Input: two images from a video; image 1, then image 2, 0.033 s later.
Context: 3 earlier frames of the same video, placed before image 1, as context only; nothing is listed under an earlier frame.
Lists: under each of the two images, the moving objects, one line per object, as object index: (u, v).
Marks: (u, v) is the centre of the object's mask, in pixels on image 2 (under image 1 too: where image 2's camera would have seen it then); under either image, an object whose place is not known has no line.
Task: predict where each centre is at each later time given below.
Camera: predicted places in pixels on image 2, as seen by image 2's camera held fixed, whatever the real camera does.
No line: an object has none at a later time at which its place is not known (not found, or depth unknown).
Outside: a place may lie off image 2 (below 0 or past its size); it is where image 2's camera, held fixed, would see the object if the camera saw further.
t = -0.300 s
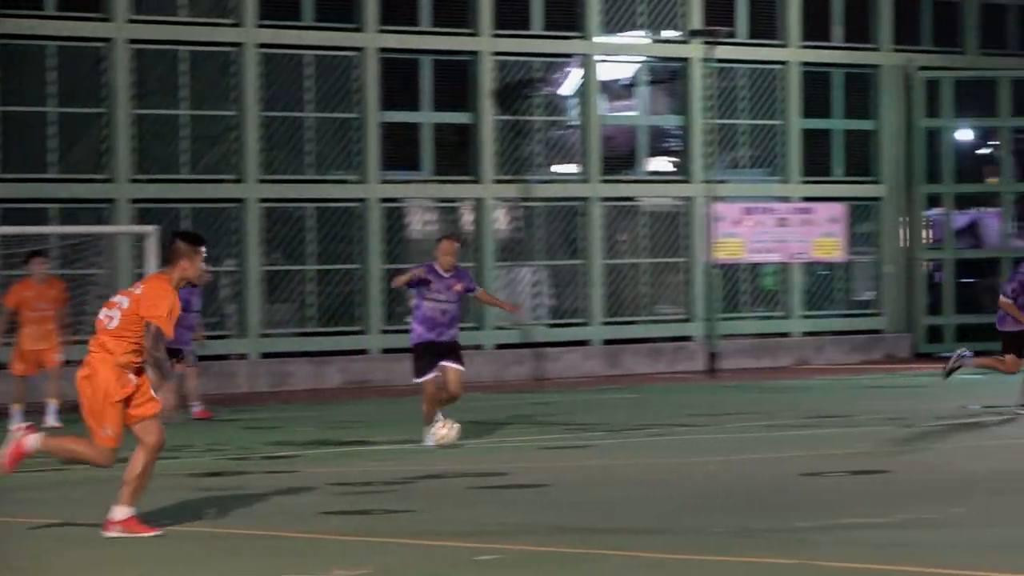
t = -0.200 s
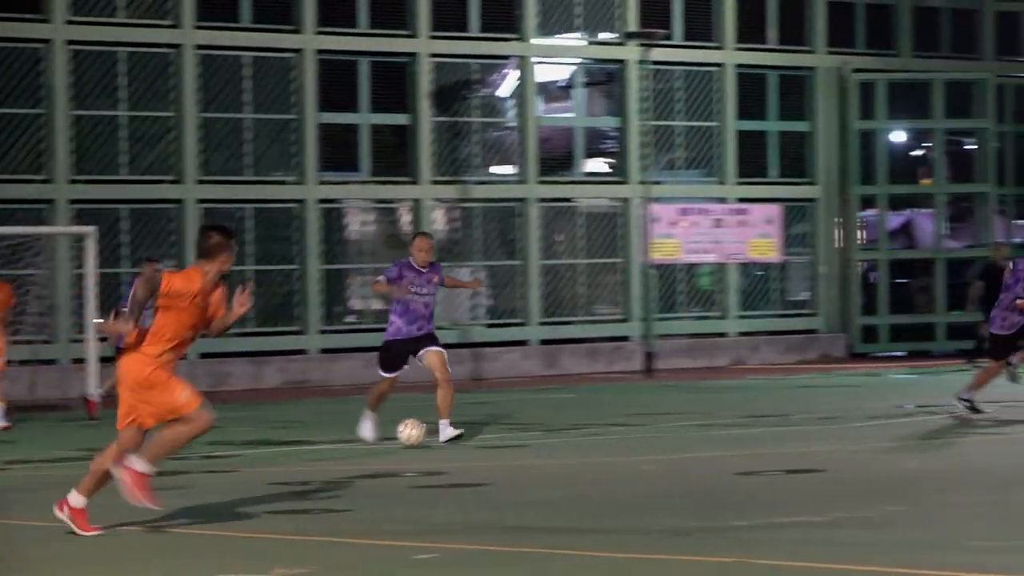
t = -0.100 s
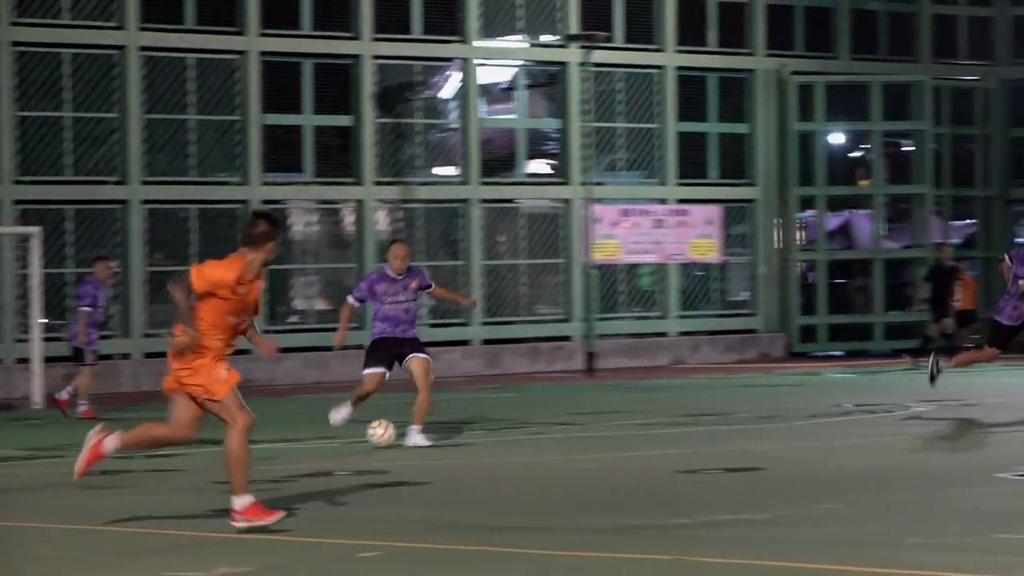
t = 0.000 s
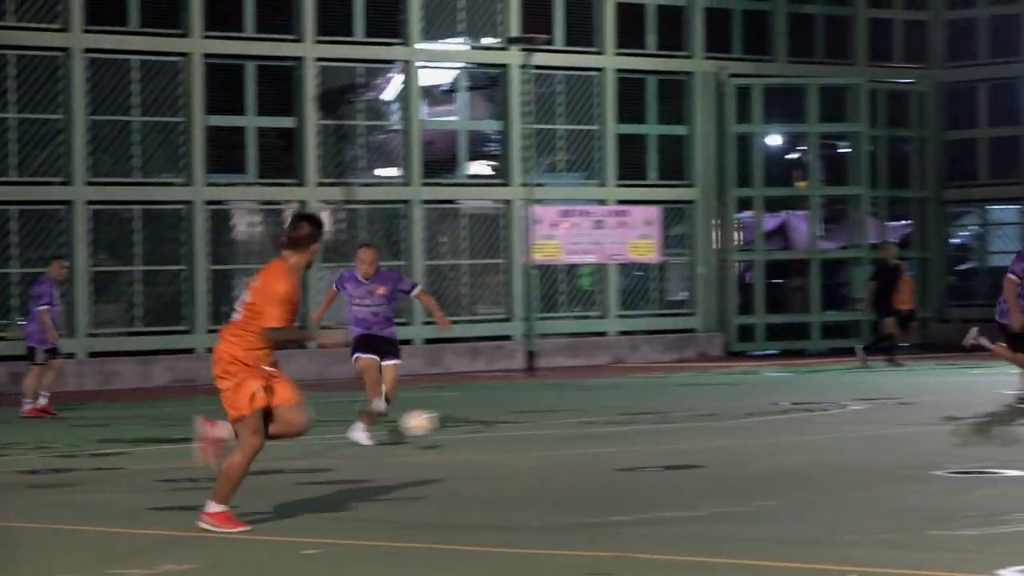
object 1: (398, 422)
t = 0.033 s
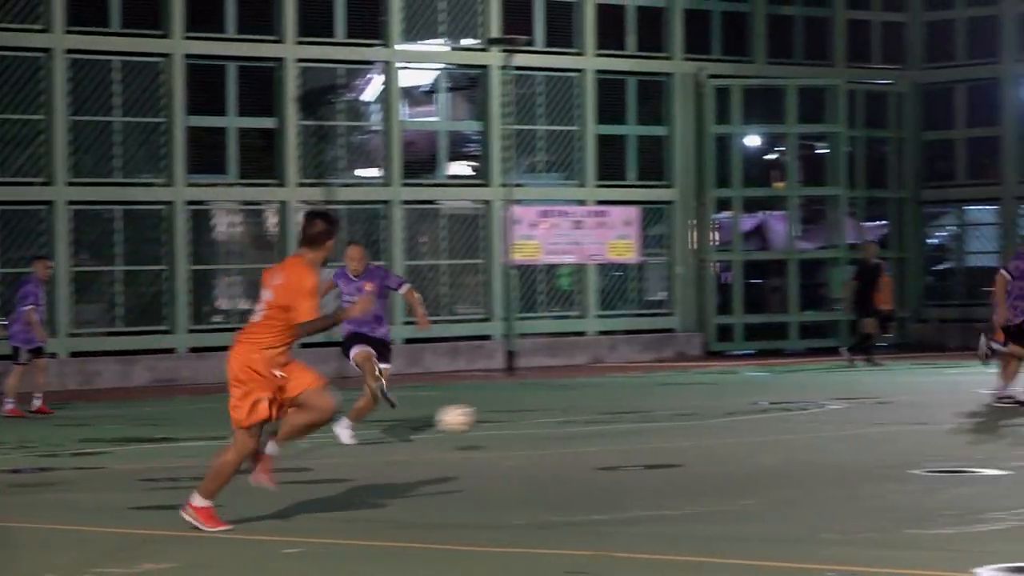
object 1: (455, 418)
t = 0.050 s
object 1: (485, 417)
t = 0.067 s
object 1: (515, 416)
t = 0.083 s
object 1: (548, 416)
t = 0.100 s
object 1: (581, 416)
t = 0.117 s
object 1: (613, 417)
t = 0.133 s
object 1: (649, 418)
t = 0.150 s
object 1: (684, 421)
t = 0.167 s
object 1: (719, 423)
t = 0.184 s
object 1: (756, 427)
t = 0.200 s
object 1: (793, 430)
